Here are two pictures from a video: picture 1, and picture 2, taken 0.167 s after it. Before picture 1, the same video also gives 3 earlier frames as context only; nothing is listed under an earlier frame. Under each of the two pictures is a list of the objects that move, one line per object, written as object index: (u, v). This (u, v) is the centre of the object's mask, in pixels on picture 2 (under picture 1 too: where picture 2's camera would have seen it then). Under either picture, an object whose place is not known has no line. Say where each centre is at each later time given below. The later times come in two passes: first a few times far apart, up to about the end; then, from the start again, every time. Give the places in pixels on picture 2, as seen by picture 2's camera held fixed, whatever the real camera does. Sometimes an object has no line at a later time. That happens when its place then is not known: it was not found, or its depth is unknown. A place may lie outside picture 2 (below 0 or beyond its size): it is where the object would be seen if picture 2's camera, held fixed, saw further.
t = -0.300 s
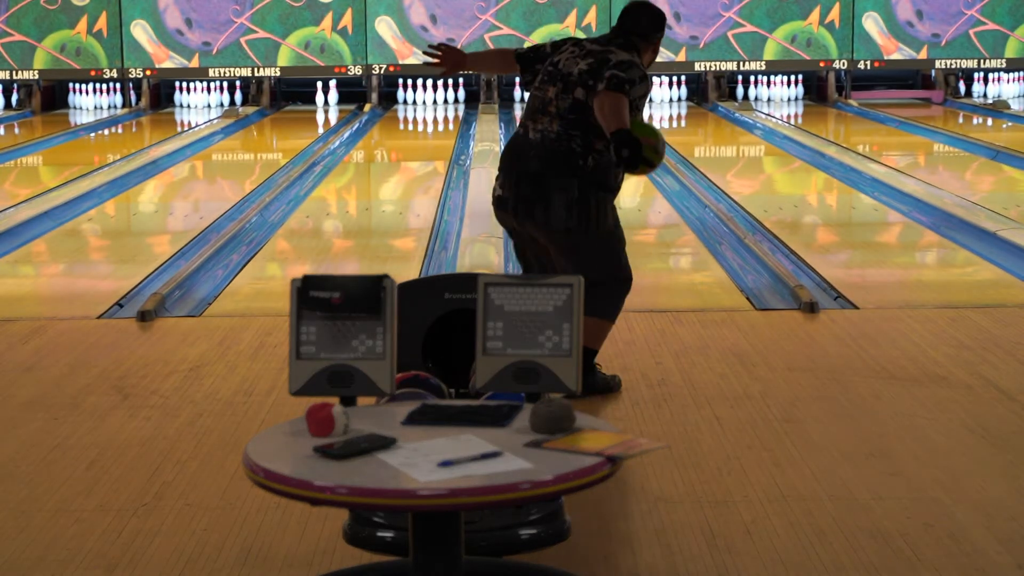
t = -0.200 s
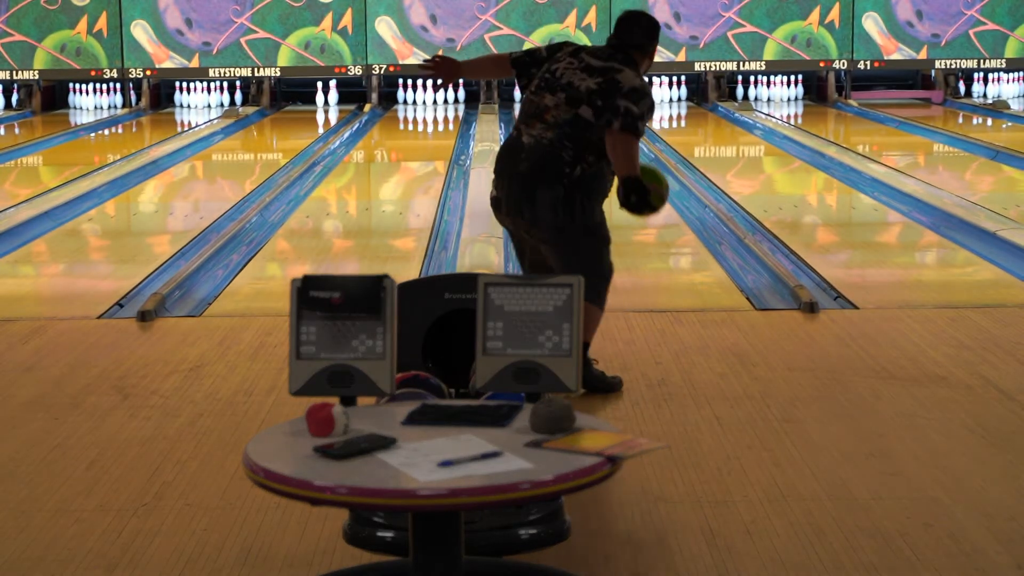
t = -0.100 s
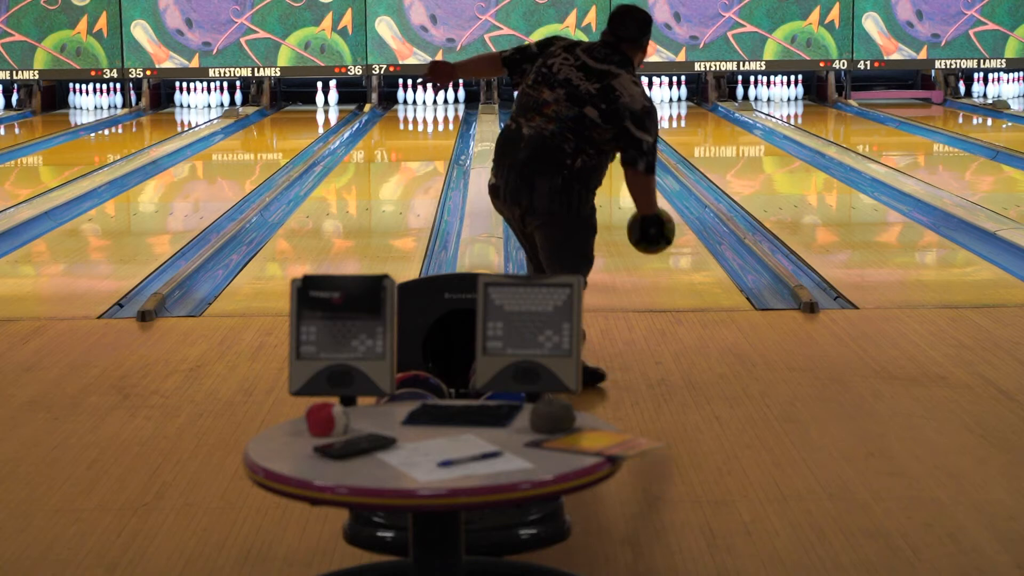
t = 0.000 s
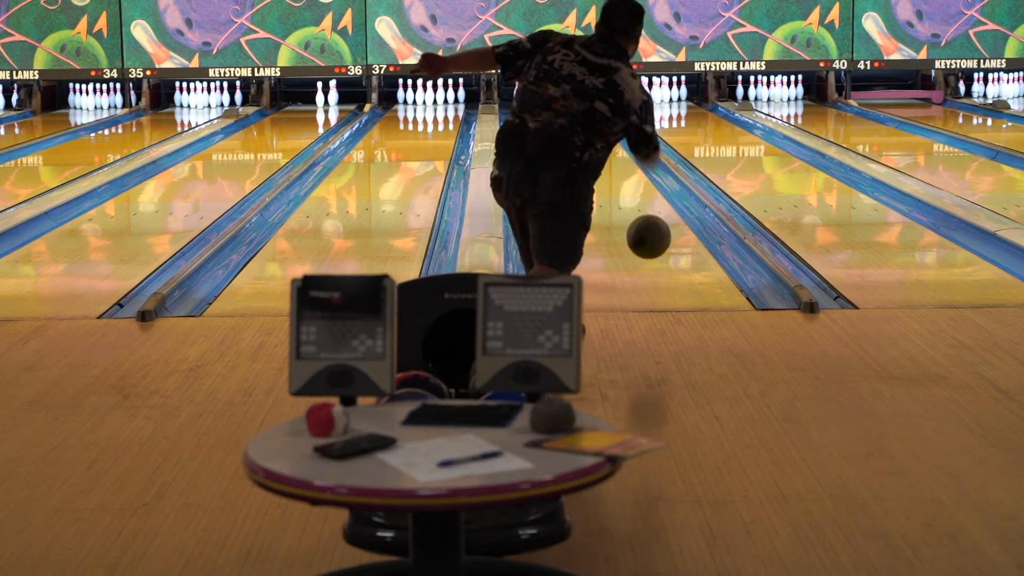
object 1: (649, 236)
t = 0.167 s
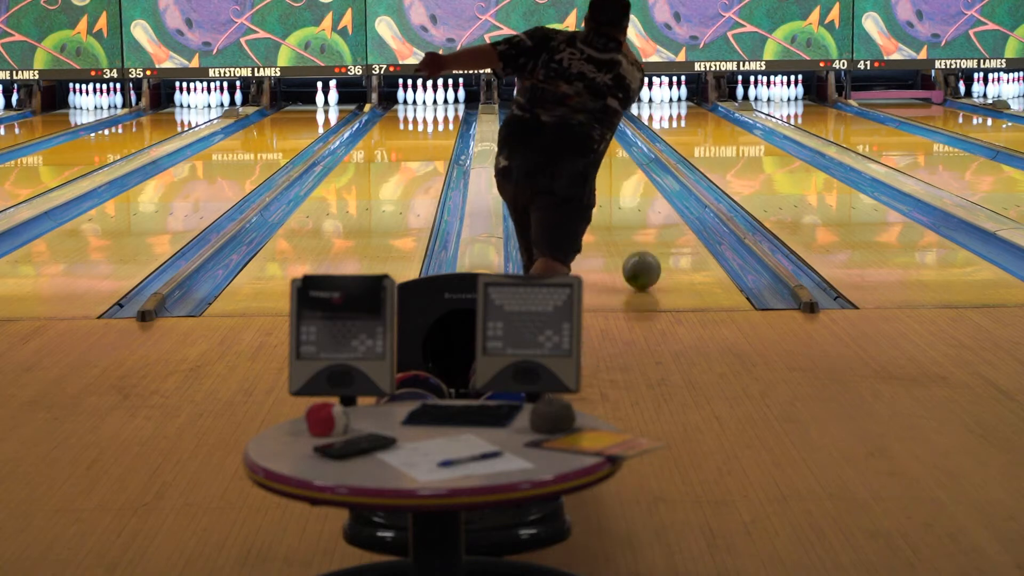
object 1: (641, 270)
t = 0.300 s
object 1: (636, 240)
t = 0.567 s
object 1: (627, 209)
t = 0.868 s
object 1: (620, 181)
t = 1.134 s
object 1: (616, 160)
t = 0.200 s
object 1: (640, 259)
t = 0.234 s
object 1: (639, 250)
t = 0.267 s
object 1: (637, 244)
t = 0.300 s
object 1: (636, 240)
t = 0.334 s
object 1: (635, 238)
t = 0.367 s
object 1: (634, 237)
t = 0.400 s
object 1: (632, 231)
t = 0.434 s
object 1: (631, 226)
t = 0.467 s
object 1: (630, 221)
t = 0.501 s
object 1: (629, 218)
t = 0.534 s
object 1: (628, 214)
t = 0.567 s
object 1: (627, 209)
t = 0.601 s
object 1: (626, 206)
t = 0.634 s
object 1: (625, 202)
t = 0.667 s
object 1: (624, 199)
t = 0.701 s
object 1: (624, 196)
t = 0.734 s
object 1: (622, 192)
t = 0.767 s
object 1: (622, 189)
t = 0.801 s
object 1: (621, 186)
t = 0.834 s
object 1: (620, 184)
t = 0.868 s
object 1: (620, 181)
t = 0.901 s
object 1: (619, 177)
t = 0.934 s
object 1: (619, 175)
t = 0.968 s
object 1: (618, 172)
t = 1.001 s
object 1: (618, 170)
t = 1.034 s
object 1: (617, 167)
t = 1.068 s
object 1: (616, 165)
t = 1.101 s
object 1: (617, 162)
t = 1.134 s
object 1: (616, 160)
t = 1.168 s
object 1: (616, 158)
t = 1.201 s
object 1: (615, 156)
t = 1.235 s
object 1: (615, 155)
